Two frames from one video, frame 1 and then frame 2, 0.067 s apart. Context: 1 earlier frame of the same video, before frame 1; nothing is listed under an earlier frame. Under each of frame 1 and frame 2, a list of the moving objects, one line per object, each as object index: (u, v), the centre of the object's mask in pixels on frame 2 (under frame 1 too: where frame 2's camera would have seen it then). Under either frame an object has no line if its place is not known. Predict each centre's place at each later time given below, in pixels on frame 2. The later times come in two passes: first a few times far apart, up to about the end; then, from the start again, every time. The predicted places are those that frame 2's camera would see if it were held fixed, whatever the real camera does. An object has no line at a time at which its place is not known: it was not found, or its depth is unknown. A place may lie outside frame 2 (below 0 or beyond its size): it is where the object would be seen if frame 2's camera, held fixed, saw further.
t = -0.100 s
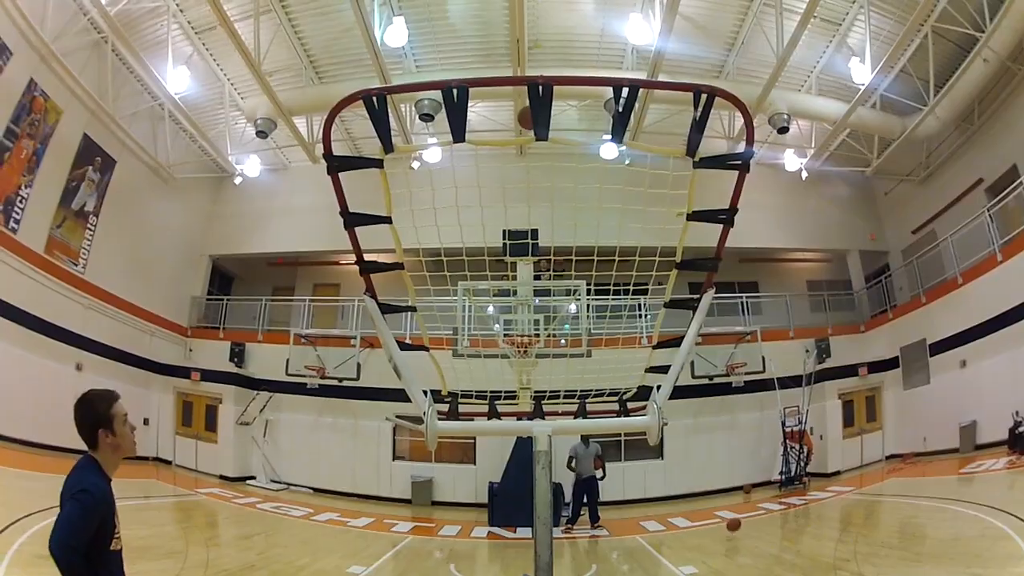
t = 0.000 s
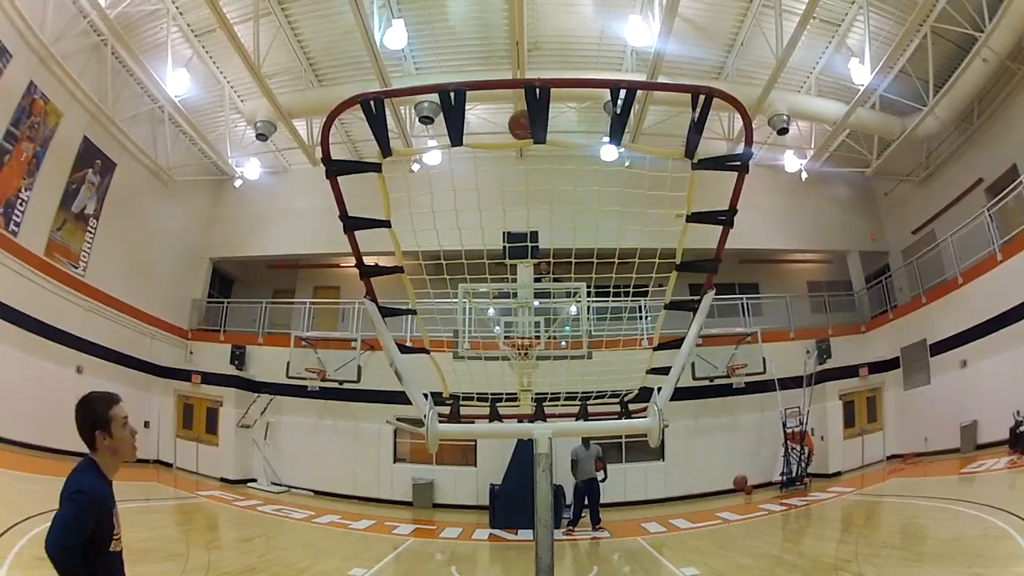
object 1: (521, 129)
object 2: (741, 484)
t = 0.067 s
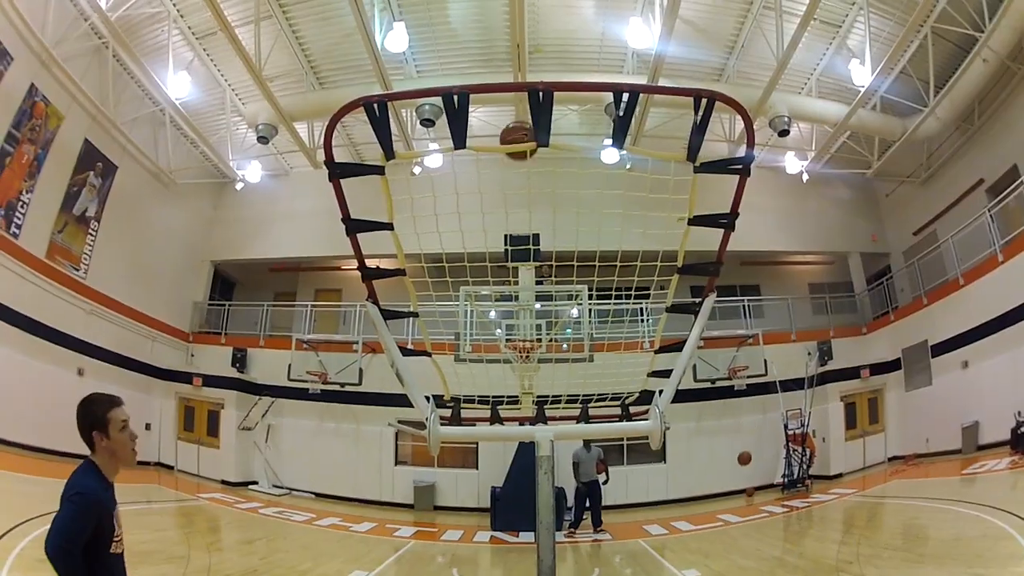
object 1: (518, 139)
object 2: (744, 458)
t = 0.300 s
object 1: (502, 170)
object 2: (752, 394)
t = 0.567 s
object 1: (541, 30)
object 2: (761, 366)
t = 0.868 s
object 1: (559, 37)
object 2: (772, 383)
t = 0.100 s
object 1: (515, 152)
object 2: (745, 447)
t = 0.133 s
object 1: (509, 171)
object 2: (746, 436)
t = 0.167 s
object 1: (500, 196)
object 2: (748, 426)
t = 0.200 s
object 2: (749, 417)
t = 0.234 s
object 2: (750, 409)
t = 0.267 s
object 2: (751, 401)
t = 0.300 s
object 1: (502, 170)
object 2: (752, 394)
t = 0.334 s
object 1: (508, 123)
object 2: (754, 389)
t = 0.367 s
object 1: (511, 100)
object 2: (754, 385)
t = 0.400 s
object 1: (521, 70)
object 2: (755, 378)
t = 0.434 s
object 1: (526, 56)
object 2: (757, 374)
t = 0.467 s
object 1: (531, 47)
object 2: (757, 371)
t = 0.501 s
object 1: (535, 39)
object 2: (758, 369)
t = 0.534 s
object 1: (538, 34)
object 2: (759, 366)
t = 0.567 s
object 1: (541, 30)
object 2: (761, 366)
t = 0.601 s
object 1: (543, 26)
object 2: (762, 365)
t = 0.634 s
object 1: (546, 25)
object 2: (763, 365)
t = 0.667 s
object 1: (548, 25)
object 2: (765, 366)
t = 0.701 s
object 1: (550, 26)
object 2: (766, 367)
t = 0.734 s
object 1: (553, 27)
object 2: (767, 369)
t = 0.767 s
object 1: (555, 28)
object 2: (768, 371)
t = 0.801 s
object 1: (556, 31)
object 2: (770, 374)
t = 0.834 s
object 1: (559, 34)
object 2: (771, 378)
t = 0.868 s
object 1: (559, 37)
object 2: (772, 383)
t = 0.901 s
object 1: (560, 40)
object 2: (772, 386)
